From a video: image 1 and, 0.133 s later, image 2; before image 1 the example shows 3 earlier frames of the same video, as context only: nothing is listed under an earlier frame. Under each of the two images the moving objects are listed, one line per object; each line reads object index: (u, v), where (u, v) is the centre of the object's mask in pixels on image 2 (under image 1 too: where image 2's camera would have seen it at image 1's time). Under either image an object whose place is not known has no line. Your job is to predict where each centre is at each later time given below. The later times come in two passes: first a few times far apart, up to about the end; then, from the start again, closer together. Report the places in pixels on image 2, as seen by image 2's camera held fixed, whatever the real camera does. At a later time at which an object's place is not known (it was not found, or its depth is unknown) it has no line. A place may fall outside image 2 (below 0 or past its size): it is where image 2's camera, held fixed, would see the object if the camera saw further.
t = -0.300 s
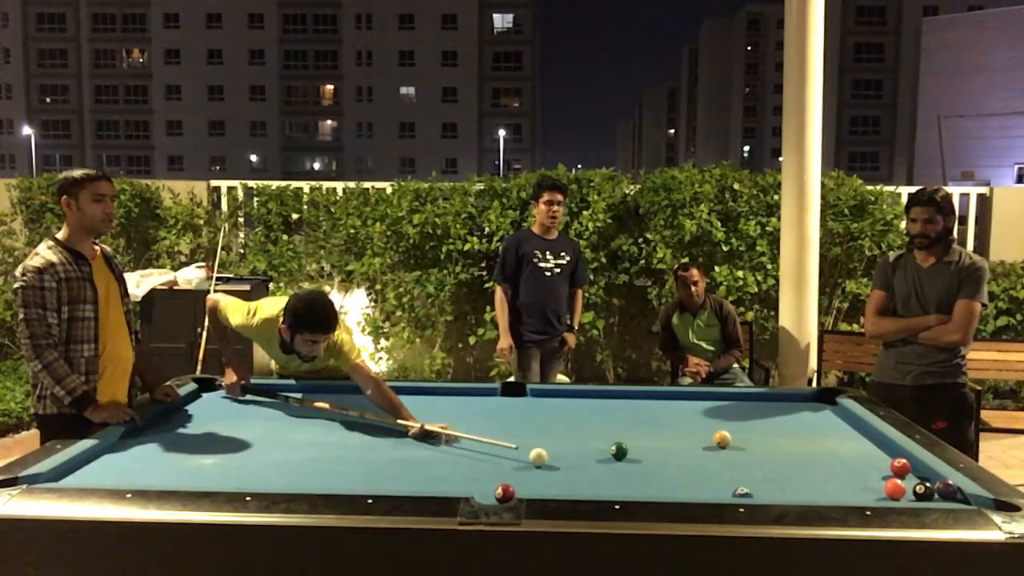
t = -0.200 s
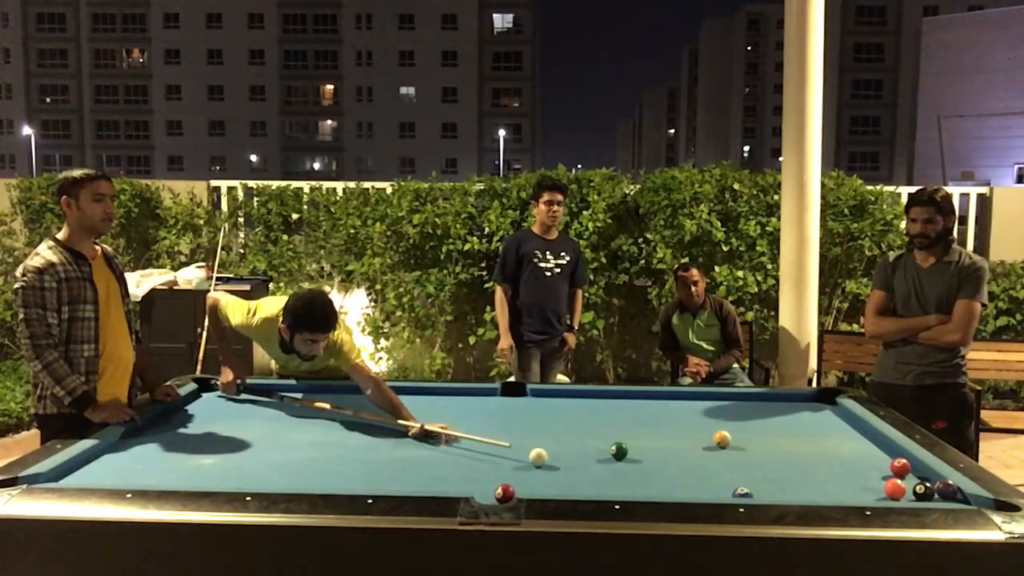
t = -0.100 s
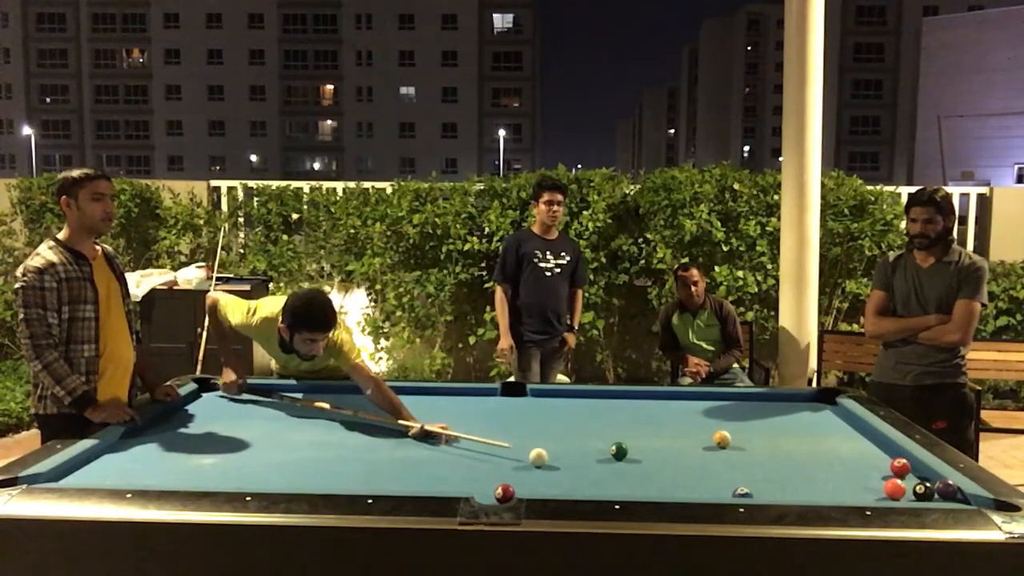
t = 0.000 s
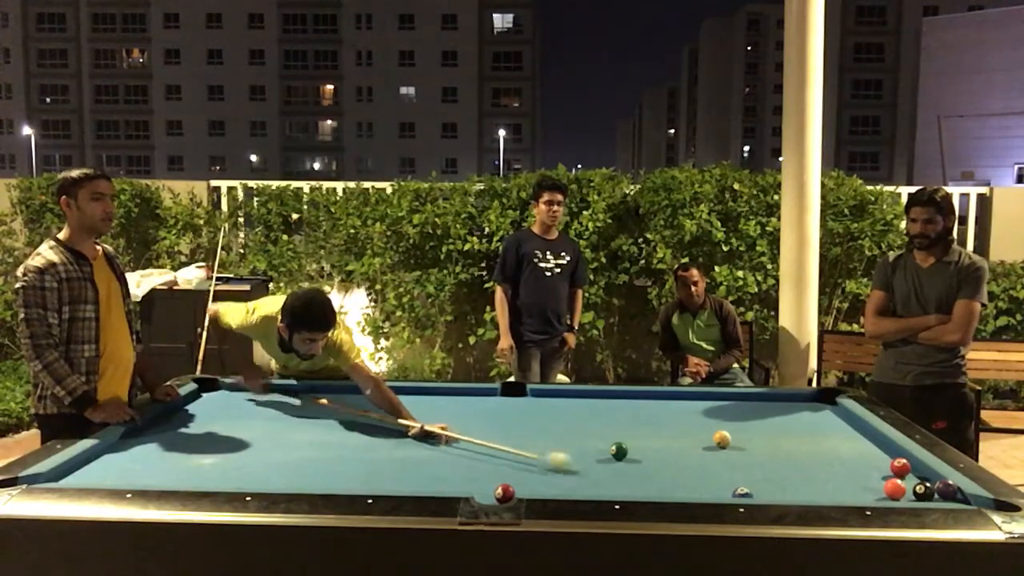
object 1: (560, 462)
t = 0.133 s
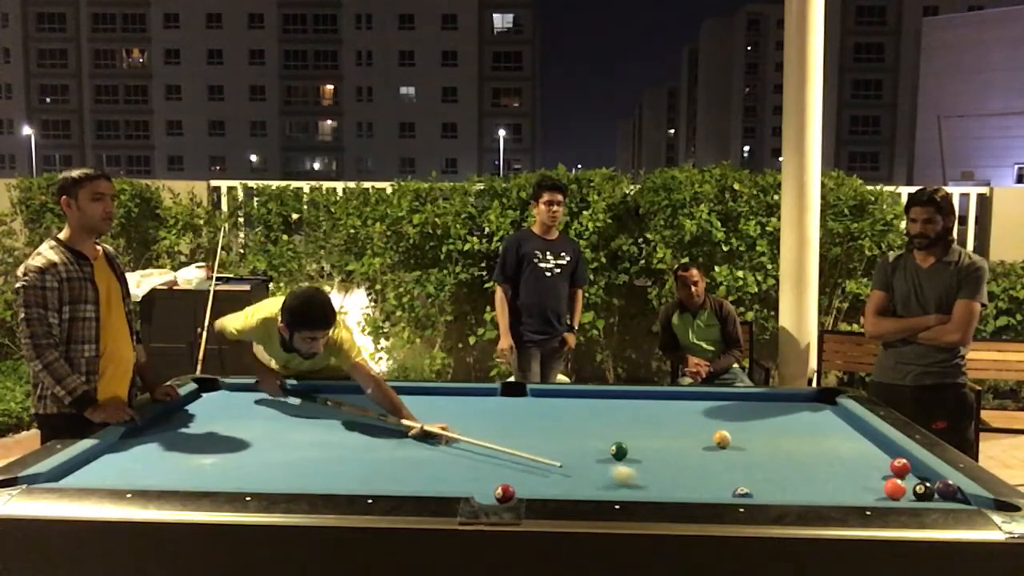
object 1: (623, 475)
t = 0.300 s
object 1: (710, 491)
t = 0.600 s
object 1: (721, 481)
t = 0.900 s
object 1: (724, 465)
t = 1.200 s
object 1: (726, 451)
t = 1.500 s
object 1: (730, 443)
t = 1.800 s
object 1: (738, 441)
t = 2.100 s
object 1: (743, 440)
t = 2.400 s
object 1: (747, 439)
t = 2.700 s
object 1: (747, 439)
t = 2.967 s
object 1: (747, 439)
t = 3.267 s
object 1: (747, 439)
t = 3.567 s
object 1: (747, 439)
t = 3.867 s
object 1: (747, 439)
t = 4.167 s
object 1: (747, 439)
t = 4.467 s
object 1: (747, 439)
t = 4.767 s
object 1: (747, 439)
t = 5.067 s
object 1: (747, 439)
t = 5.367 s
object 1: (747, 439)
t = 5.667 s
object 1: (747, 439)
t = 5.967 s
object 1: (747, 439)
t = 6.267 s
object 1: (747, 439)
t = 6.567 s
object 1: (747, 439)
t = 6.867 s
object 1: (747, 439)
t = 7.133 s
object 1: (747, 439)
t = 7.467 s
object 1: (747, 439)
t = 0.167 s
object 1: (639, 477)
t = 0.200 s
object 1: (657, 482)
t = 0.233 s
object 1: (674, 484)
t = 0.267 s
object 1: (691, 487)
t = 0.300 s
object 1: (710, 491)
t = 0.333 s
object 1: (721, 493)
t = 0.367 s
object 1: (719, 492)
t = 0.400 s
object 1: (719, 490)
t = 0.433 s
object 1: (719, 489)
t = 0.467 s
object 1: (719, 487)
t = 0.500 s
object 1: (720, 487)
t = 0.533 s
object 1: (720, 485)
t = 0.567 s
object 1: (721, 483)
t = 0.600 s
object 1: (721, 481)
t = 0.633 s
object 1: (721, 479)
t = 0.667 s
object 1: (721, 477)
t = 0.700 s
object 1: (722, 475)
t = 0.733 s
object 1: (723, 474)
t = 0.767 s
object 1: (723, 472)
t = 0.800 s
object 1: (723, 470)
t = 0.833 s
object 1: (723, 468)
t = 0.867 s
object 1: (724, 467)
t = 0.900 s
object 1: (724, 465)
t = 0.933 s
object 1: (724, 464)
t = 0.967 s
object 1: (725, 462)
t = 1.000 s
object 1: (725, 461)
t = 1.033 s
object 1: (725, 459)
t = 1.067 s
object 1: (726, 457)
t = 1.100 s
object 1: (726, 456)
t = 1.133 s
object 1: (726, 454)
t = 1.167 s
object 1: (726, 453)
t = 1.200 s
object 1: (726, 451)
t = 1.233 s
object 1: (726, 450)
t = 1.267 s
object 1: (727, 449)
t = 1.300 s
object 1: (727, 448)
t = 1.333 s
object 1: (727, 446)
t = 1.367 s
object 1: (727, 445)
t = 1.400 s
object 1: (727, 444)
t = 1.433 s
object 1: (728, 443)
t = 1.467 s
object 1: (729, 443)
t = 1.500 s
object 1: (730, 443)
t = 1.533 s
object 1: (731, 443)
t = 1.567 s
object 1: (732, 443)
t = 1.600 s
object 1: (733, 442)
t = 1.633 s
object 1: (734, 442)
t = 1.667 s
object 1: (734, 442)
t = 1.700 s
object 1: (735, 442)
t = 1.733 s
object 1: (736, 441)
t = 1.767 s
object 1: (738, 441)
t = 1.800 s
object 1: (738, 441)
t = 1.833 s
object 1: (739, 441)
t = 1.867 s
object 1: (739, 441)
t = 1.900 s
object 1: (740, 441)
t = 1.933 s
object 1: (740, 440)
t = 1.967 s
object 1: (741, 440)
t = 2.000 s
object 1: (742, 440)
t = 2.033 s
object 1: (742, 440)
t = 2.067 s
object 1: (742, 440)
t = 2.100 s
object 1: (743, 440)
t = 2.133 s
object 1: (743, 440)
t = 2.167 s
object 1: (744, 439)
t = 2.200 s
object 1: (744, 439)
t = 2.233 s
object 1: (744, 439)
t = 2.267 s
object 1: (745, 439)
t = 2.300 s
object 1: (746, 439)
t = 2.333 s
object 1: (746, 439)
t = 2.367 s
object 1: (746, 439)
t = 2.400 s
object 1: (747, 439)
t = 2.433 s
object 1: (747, 439)
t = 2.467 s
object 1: (747, 439)
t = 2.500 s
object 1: (747, 439)
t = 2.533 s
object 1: (747, 439)
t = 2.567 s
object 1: (747, 439)
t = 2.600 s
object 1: (747, 439)
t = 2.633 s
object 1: (747, 439)
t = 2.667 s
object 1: (747, 439)
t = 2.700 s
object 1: (747, 439)
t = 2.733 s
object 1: (748, 439)
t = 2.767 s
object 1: (747, 439)
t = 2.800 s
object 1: (747, 439)
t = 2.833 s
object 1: (747, 439)
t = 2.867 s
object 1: (747, 439)
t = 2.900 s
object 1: (747, 439)
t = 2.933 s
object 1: (747, 439)
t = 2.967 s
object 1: (747, 439)
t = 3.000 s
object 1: (747, 439)
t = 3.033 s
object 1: (747, 439)
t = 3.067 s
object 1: (747, 439)
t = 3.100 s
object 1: (747, 439)
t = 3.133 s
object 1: (747, 439)
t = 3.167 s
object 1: (747, 439)
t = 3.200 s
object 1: (747, 439)
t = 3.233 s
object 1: (747, 439)
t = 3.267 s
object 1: (747, 439)
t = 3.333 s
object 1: (747, 439)
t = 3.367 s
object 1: (747, 439)
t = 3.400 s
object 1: (747, 439)
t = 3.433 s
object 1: (747, 439)
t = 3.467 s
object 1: (747, 439)
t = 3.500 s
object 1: (747, 439)
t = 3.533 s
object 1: (747, 439)
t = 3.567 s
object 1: (747, 439)
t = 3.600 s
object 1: (747, 439)
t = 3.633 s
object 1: (747, 439)
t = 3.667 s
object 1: (747, 439)
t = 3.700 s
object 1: (747, 439)
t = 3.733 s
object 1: (747, 439)
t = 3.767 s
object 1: (747, 439)
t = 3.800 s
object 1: (747, 439)
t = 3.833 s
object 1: (747, 439)
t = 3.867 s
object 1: (747, 439)
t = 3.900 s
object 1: (747, 439)
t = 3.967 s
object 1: (747, 439)
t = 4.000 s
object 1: (747, 439)
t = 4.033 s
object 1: (747, 439)
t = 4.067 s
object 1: (747, 439)
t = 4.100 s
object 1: (747, 439)
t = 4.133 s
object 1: (747, 439)
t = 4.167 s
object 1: (747, 439)
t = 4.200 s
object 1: (747, 439)
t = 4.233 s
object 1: (747, 439)
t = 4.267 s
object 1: (747, 439)
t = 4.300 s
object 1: (747, 439)
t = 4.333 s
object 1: (747, 439)
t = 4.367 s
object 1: (747, 439)
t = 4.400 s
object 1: (747, 439)
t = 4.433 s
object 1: (747, 439)
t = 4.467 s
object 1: (747, 439)
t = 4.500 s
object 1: (747, 439)
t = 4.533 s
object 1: (747, 439)
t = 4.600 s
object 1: (747, 439)
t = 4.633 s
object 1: (747, 439)
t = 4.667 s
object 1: (747, 439)
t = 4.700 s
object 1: (747, 439)
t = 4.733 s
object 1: (747, 439)
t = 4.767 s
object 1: (747, 439)
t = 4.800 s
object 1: (747, 439)
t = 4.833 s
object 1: (747, 438)
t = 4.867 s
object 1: (747, 439)
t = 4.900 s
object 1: (747, 439)
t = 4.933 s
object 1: (747, 439)
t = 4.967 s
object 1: (747, 439)
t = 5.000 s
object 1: (747, 439)
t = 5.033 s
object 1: (747, 439)
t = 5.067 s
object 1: (747, 439)
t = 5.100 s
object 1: (747, 439)
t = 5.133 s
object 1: (747, 439)
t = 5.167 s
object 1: (747, 439)
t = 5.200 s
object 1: (747, 439)
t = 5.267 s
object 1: (747, 439)
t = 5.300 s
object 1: (747, 439)
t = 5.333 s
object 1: (747, 439)
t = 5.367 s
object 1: (747, 439)
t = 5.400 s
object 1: (747, 439)
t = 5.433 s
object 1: (747, 439)
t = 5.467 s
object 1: (747, 439)
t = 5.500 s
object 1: (747, 439)
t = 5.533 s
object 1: (747, 439)
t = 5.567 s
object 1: (747, 439)
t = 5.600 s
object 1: (747, 439)
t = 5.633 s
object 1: (747, 439)
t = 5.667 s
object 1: (747, 439)
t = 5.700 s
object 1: (747, 439)
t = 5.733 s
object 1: (747, 439)
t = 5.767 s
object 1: (747, 439)
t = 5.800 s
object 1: (747, 439)
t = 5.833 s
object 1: (747, 439)
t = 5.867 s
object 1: (747, 439)
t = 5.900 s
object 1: (747, 439)
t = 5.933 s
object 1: (747, 439)
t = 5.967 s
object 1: (747, 439)
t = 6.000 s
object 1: (747, 439)
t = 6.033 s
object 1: (747, 439)
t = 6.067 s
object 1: (747, 439)
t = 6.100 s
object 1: (747, 439)
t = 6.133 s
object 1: (747, 439)
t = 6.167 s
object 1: (747, 439)
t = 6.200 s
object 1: (747, 439)
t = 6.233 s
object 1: (747, 439)
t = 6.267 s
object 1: (747, 439)
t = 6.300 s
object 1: (747, 439)
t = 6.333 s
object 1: (747, 439)
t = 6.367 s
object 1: (747, 439)
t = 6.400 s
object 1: (747, 438)
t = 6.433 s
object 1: (747, 438)
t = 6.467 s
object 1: (747, 439)
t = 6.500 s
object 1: (747, 439)
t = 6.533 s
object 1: (747, 439)
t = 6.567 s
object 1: (747, 439)
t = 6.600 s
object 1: (747, 439)
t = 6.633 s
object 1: (747, 439)
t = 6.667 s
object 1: (747, 439)
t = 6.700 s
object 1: (747, 439)
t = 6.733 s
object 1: (747, 439)
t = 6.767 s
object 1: (747, 439)
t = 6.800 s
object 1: (747, 439)
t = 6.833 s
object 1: (747, 439)
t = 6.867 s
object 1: (747, 439)
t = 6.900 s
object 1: (747, 439)
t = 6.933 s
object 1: (747, 438)
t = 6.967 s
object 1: (747, 438)
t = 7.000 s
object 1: (747, 439)
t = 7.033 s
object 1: (747, 439)
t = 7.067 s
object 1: (747, 438)
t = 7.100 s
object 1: (747, 438)
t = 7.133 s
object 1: (747, 439)
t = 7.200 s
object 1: (747, 438)
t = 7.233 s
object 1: (747, 438)
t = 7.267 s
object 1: (747, 438)
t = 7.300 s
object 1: (747, 438)
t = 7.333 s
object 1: (747, 438)
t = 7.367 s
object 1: (747, 438)
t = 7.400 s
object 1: (747, 438)
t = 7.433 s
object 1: (747, 438)
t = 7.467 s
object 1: (747, 439)
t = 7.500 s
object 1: (747, 439)
